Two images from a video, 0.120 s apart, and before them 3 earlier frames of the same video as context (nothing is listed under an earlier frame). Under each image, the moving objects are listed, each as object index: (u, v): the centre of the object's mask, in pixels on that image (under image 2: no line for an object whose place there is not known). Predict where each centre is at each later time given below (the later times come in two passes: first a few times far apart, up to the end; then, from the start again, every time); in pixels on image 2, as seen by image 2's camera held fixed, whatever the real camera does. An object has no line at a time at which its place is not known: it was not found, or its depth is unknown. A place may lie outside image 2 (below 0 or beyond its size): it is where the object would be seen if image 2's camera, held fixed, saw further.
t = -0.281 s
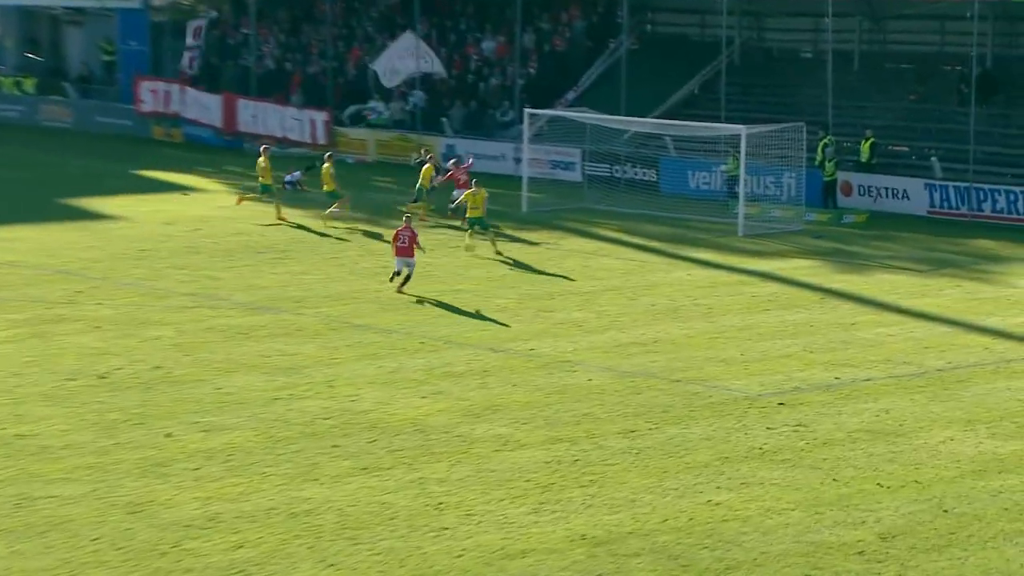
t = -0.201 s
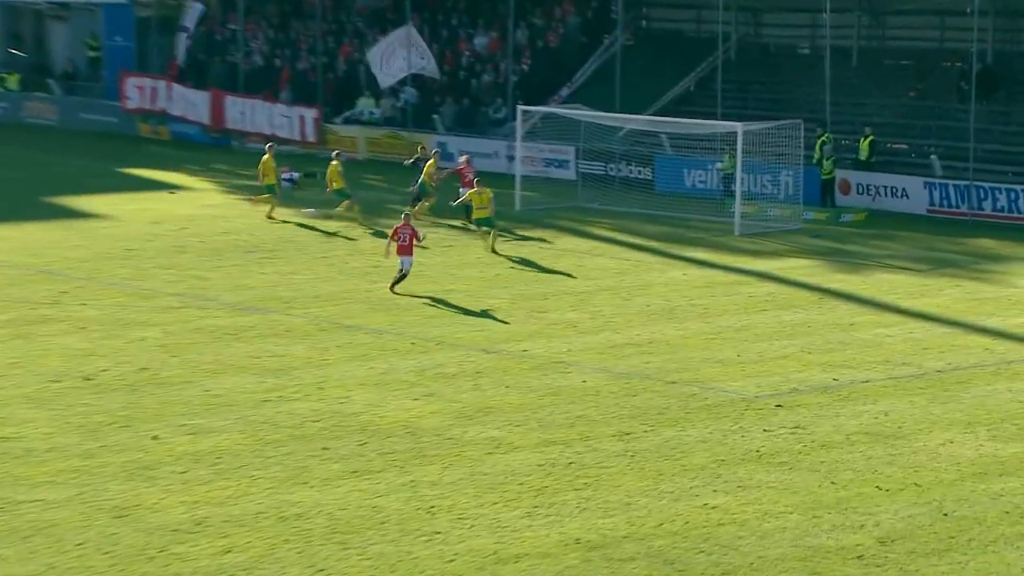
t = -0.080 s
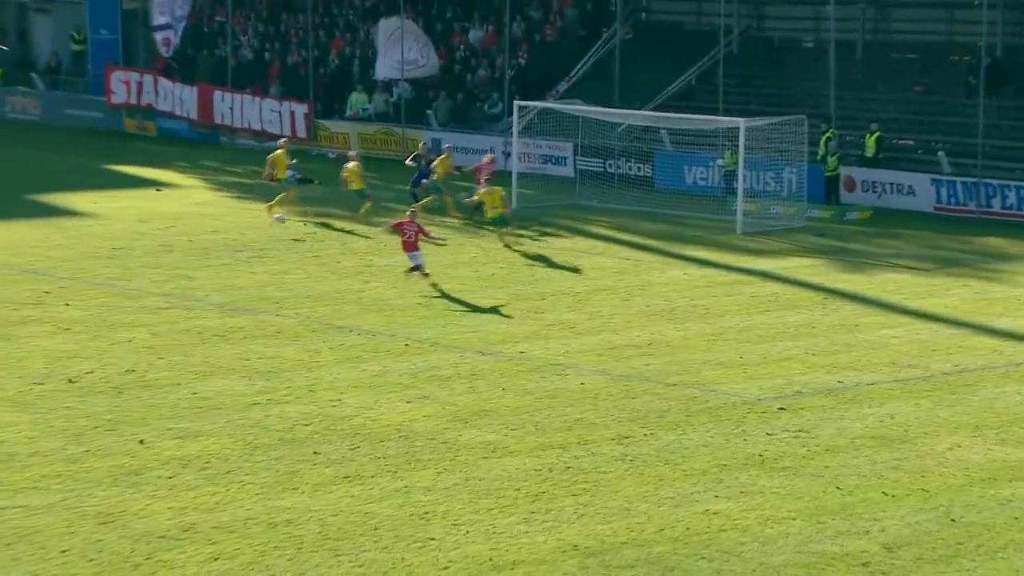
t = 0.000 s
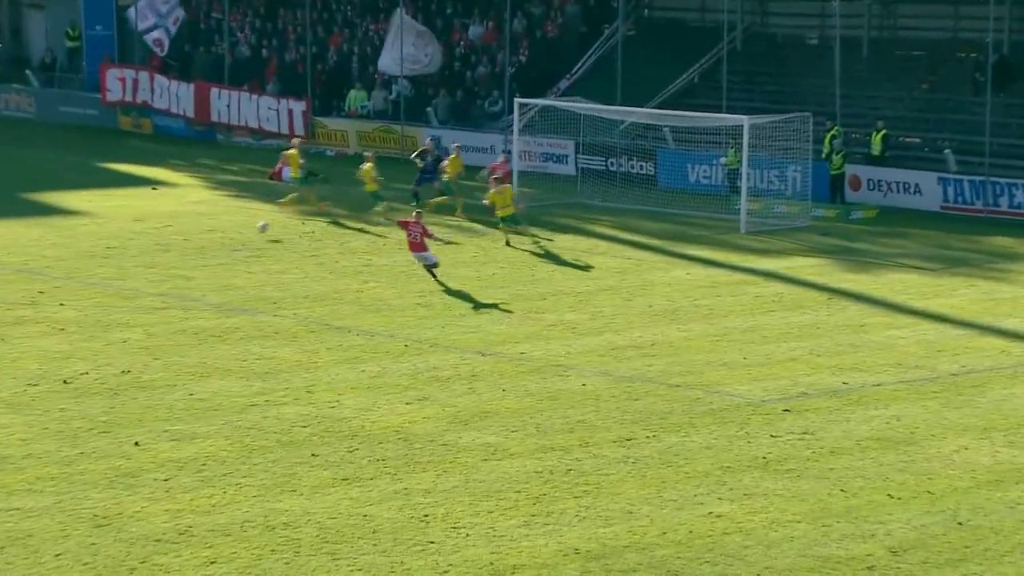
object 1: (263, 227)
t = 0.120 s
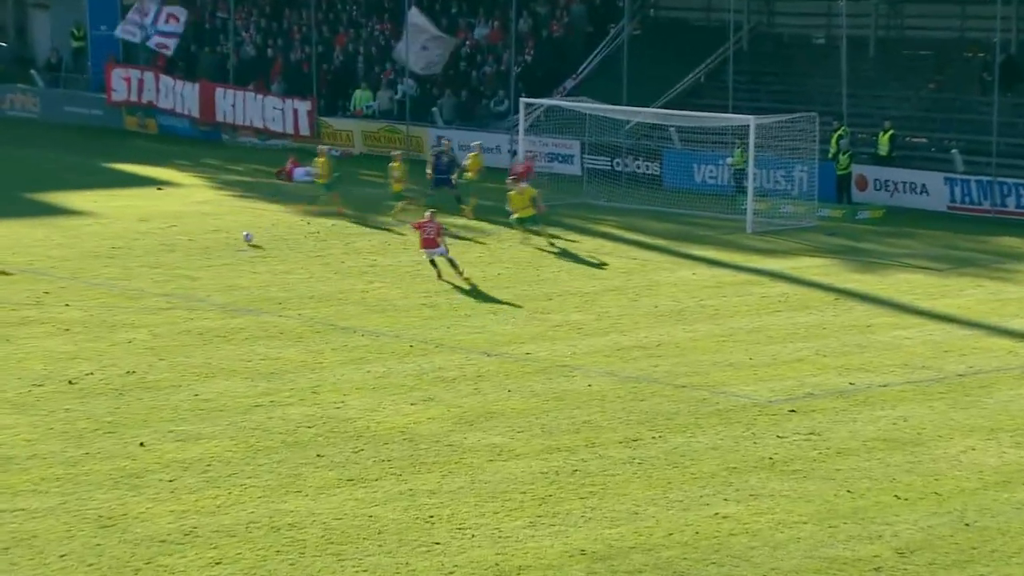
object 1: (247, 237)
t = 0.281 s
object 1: (217, 243)
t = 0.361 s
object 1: (207, 250)
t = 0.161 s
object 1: (242, 235)
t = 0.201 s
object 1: (230, 238)
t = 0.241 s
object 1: (223, 240)
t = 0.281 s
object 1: (217, 243)
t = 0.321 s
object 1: (211, 249)
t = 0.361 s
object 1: (207, 250)
